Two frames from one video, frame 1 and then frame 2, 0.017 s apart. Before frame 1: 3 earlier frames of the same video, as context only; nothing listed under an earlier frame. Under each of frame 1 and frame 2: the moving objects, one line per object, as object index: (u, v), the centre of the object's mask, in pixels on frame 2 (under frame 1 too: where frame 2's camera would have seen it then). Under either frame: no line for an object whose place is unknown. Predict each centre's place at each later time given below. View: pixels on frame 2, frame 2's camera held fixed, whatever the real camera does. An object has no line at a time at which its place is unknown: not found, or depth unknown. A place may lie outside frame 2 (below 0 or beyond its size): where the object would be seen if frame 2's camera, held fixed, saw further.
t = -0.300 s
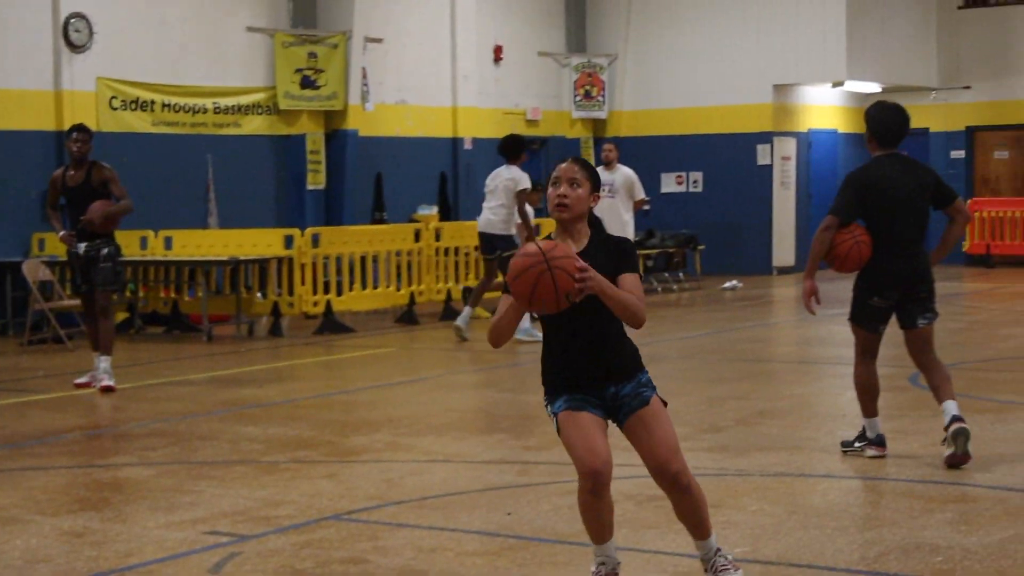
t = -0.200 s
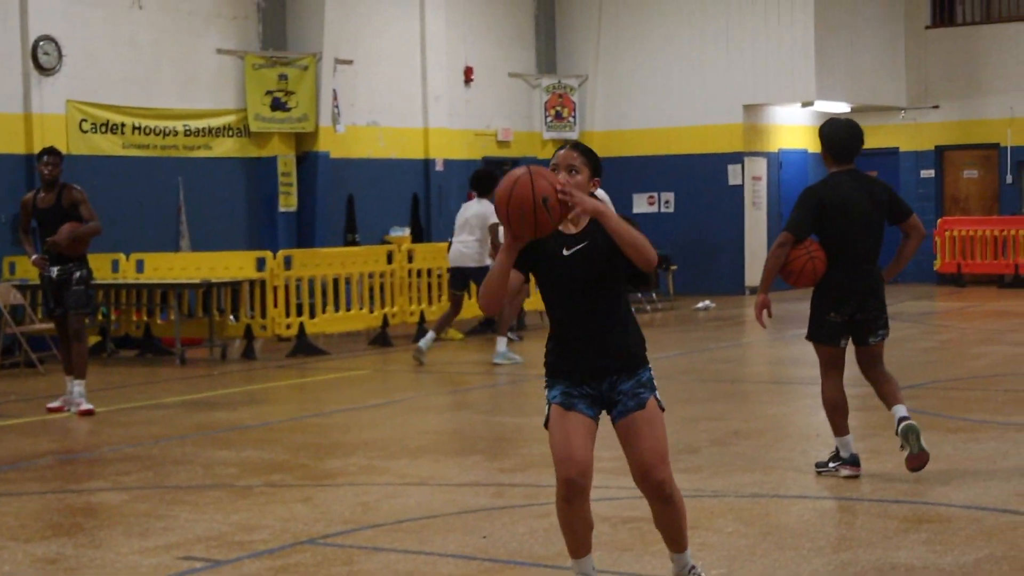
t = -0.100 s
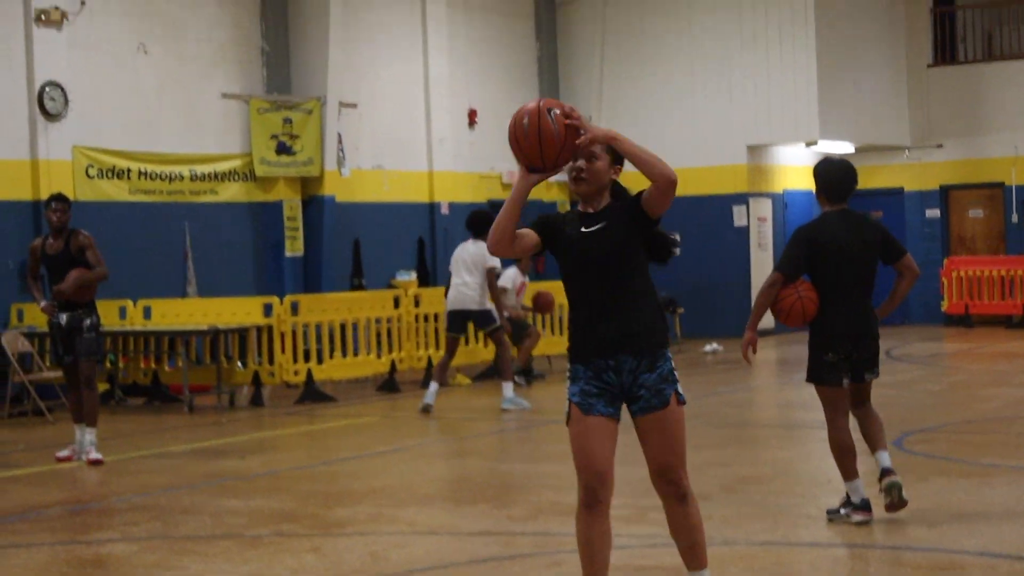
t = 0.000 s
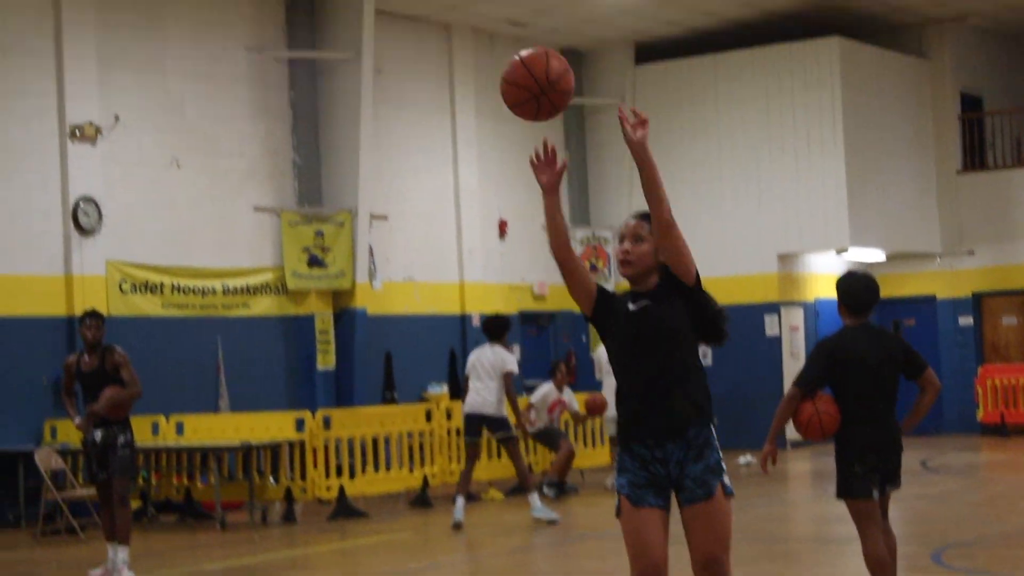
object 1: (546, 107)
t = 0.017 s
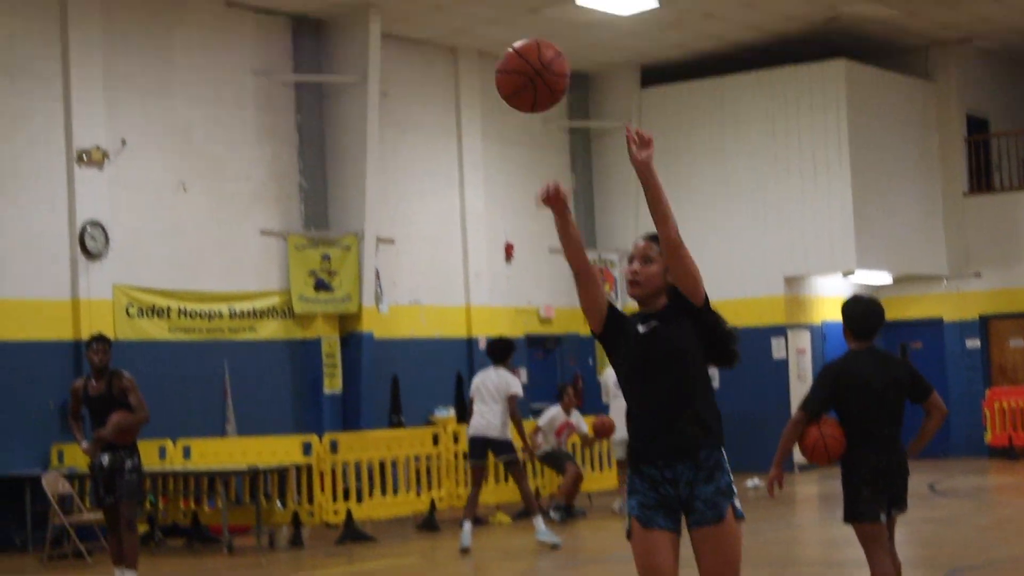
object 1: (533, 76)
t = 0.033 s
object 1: (519, 44)
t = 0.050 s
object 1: (508, 13)
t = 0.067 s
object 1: (496, -18)
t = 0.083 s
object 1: (485, -49)
